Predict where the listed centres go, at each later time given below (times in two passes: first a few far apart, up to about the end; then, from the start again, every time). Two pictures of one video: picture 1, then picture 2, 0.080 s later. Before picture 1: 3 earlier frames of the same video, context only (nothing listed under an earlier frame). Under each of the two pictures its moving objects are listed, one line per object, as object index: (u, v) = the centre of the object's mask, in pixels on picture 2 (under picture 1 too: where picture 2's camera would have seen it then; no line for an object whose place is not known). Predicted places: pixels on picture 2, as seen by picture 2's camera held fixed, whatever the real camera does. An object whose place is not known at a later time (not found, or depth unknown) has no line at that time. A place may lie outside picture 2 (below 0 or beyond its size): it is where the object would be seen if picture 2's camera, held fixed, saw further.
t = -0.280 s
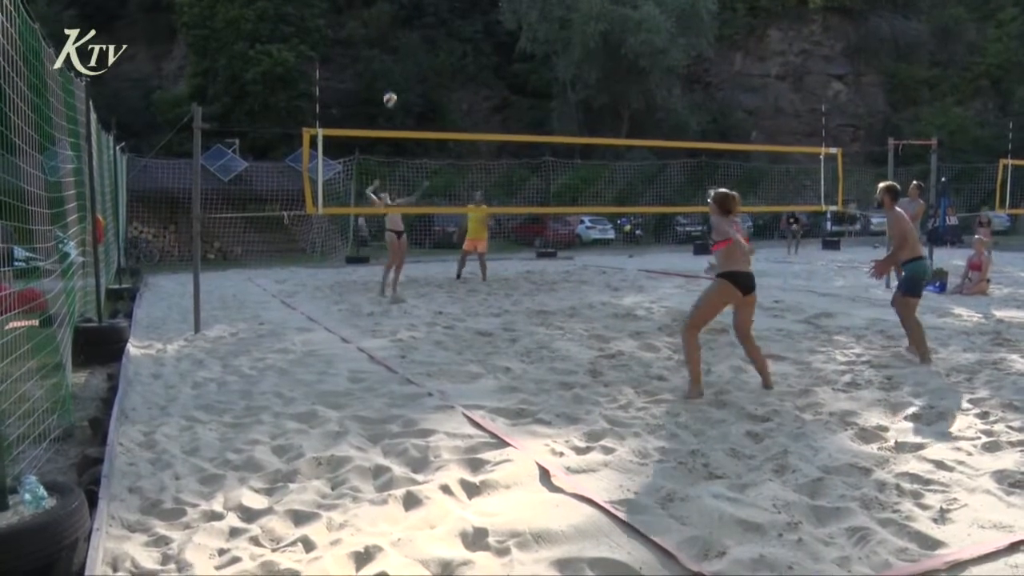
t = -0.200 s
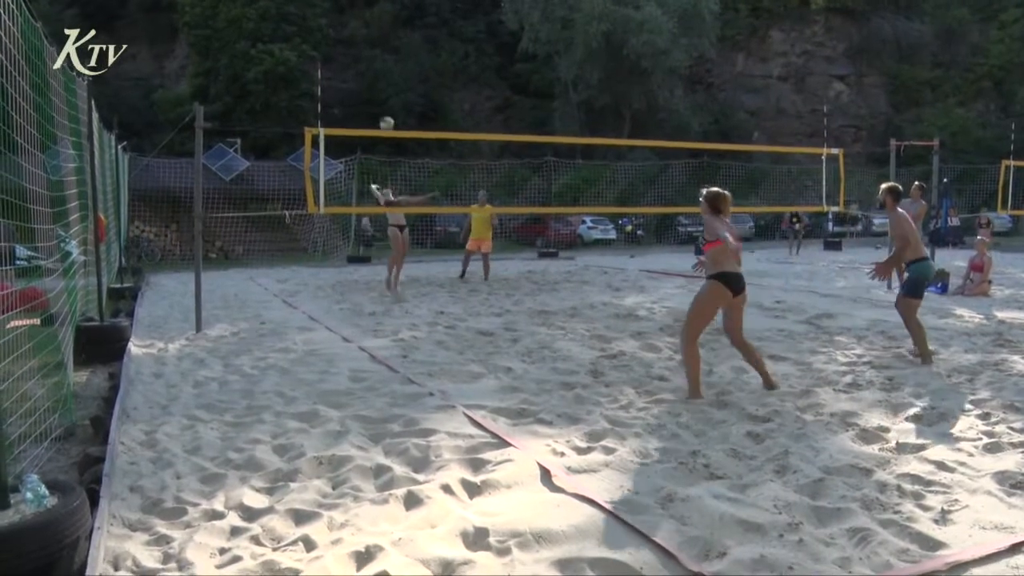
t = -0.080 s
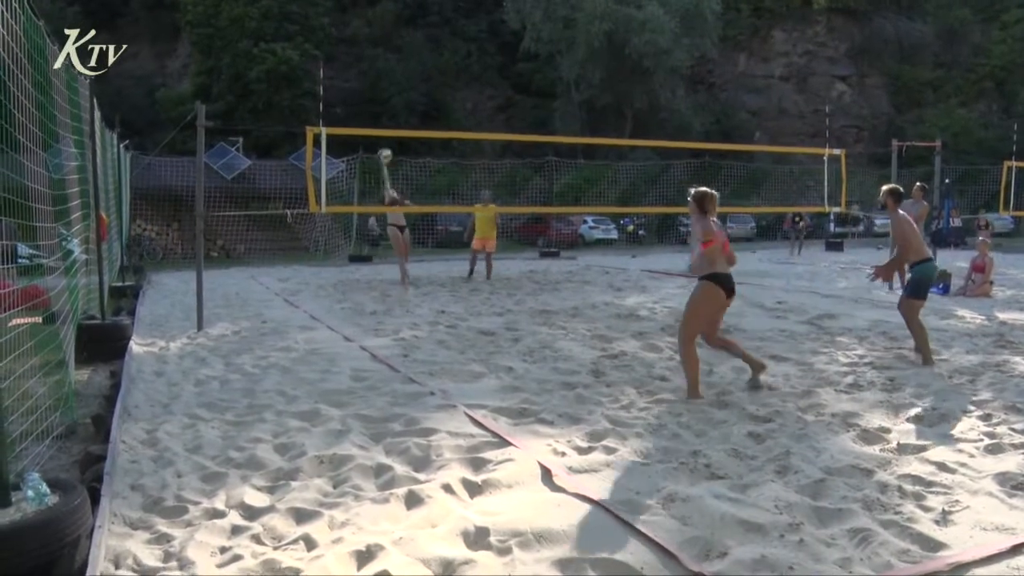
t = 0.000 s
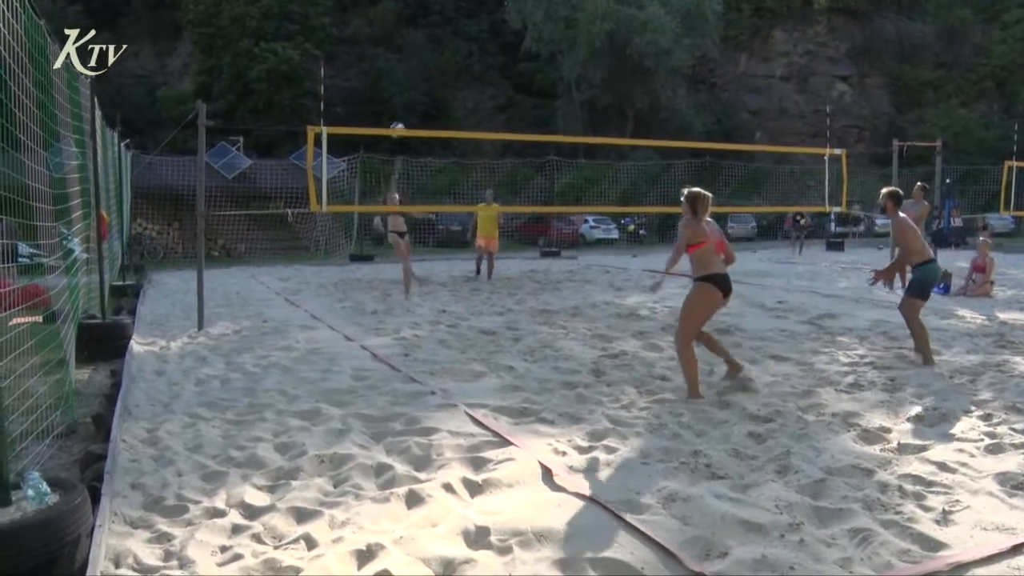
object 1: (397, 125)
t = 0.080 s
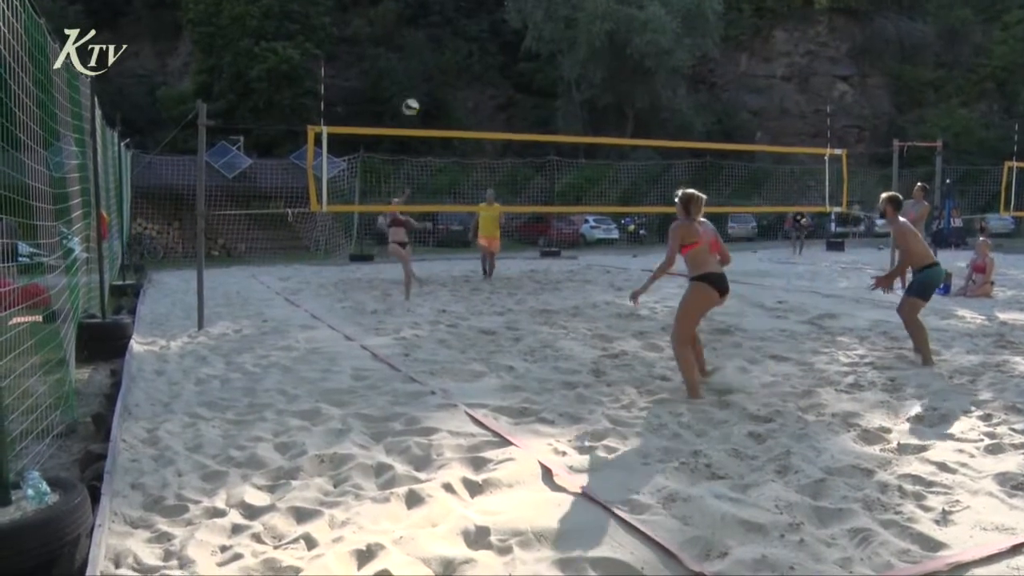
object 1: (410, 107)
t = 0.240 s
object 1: (439, 69)
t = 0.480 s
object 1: (493, 43)
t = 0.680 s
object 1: (555, 66)
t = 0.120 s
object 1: (418, 96)
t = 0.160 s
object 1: (424, 86)
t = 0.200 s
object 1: (431, 77)
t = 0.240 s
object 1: (439, 69)
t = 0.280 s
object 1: (447, 62)
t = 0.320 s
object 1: (456, 55)
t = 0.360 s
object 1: (465, 51)
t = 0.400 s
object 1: (473, 46)
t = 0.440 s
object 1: (483, 44)
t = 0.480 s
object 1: (493, 43)
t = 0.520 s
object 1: (505, 43)
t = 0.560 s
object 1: (516, 46)
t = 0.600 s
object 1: (527, 50)
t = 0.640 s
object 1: (541, 57)
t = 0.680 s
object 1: (555, 66)
